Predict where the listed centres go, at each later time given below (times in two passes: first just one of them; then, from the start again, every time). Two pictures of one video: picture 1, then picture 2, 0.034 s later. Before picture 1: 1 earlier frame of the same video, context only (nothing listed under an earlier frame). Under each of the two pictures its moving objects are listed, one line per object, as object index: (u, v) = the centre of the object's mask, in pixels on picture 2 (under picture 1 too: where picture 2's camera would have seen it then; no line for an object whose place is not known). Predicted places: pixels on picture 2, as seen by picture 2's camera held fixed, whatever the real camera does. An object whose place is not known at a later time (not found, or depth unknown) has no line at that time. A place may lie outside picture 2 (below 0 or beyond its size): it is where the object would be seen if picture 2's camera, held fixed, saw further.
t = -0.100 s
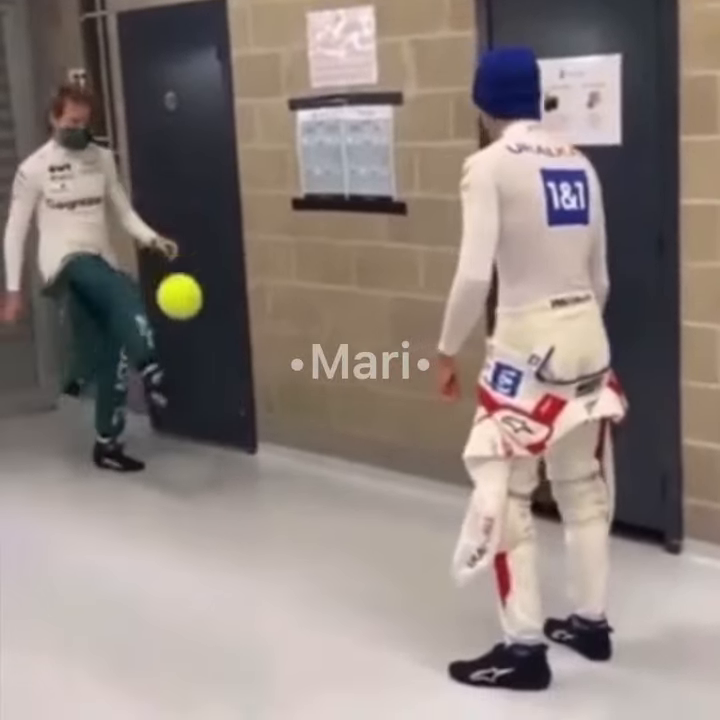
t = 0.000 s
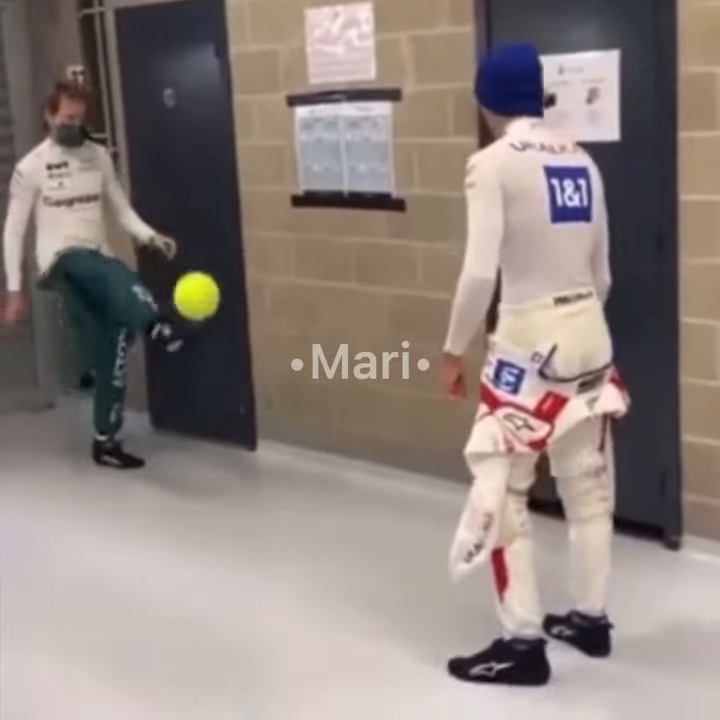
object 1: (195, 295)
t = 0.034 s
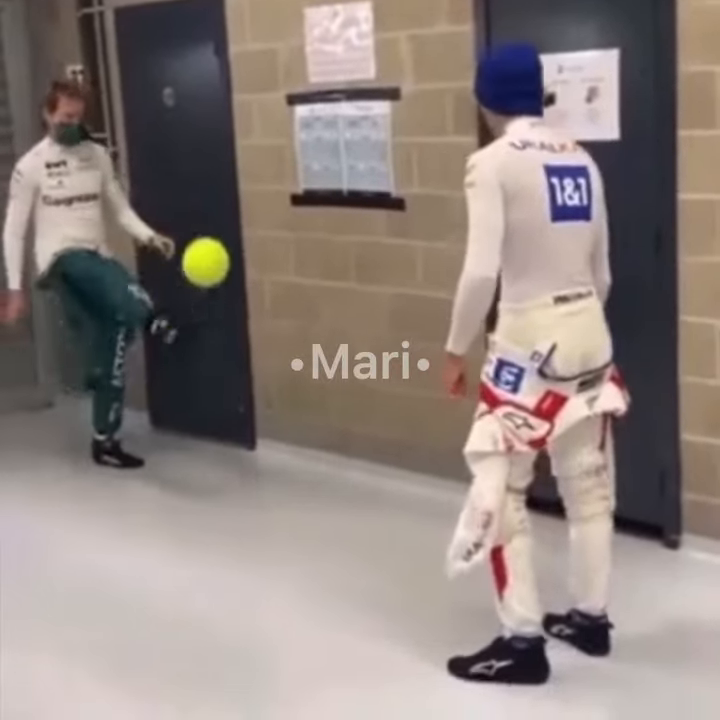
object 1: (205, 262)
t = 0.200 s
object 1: (262, 120)
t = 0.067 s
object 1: (216, 229)
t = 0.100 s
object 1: (226, 198)
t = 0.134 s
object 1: (237, 170)
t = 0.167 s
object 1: (249, 144)
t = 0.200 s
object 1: (262, 120)
